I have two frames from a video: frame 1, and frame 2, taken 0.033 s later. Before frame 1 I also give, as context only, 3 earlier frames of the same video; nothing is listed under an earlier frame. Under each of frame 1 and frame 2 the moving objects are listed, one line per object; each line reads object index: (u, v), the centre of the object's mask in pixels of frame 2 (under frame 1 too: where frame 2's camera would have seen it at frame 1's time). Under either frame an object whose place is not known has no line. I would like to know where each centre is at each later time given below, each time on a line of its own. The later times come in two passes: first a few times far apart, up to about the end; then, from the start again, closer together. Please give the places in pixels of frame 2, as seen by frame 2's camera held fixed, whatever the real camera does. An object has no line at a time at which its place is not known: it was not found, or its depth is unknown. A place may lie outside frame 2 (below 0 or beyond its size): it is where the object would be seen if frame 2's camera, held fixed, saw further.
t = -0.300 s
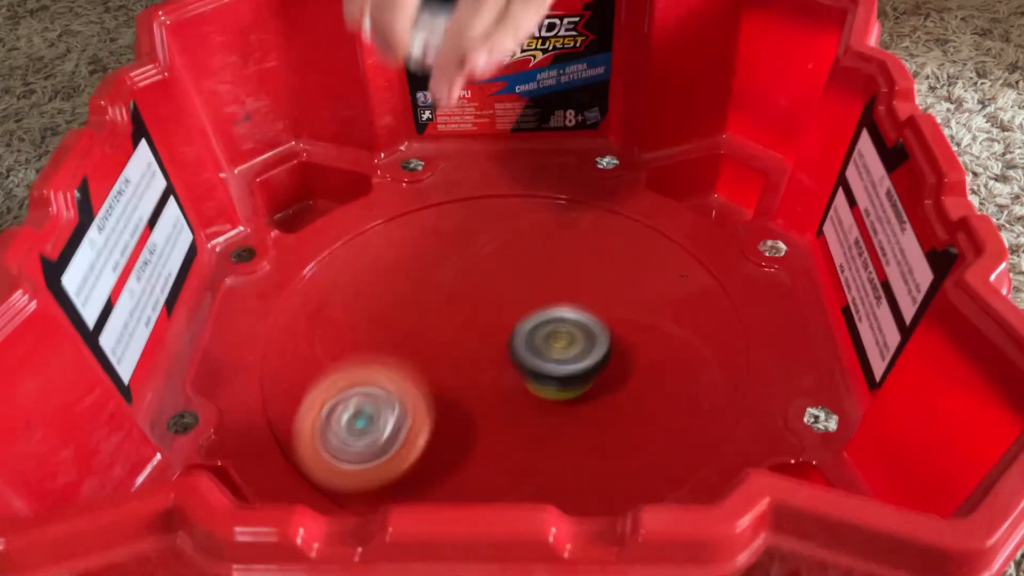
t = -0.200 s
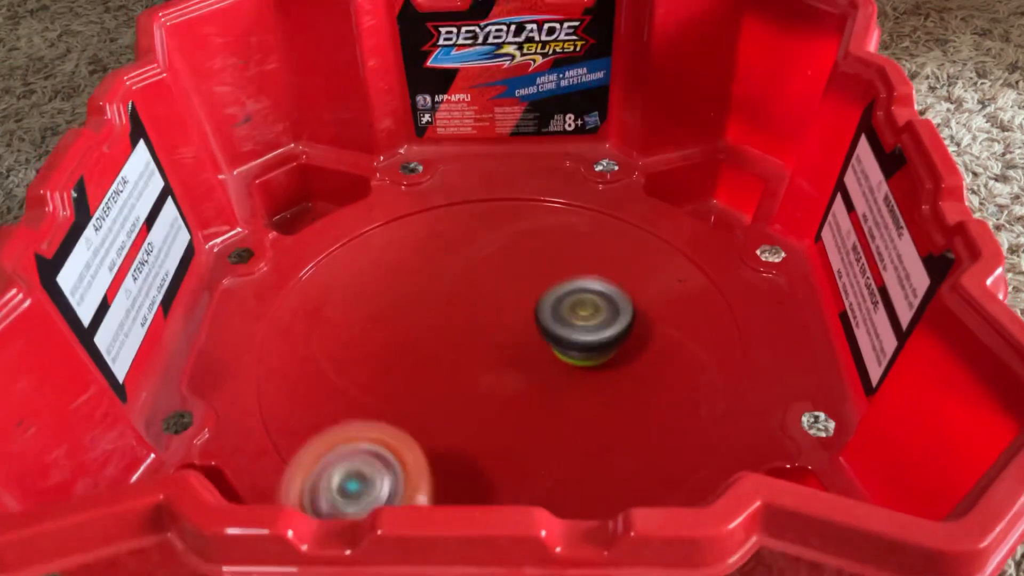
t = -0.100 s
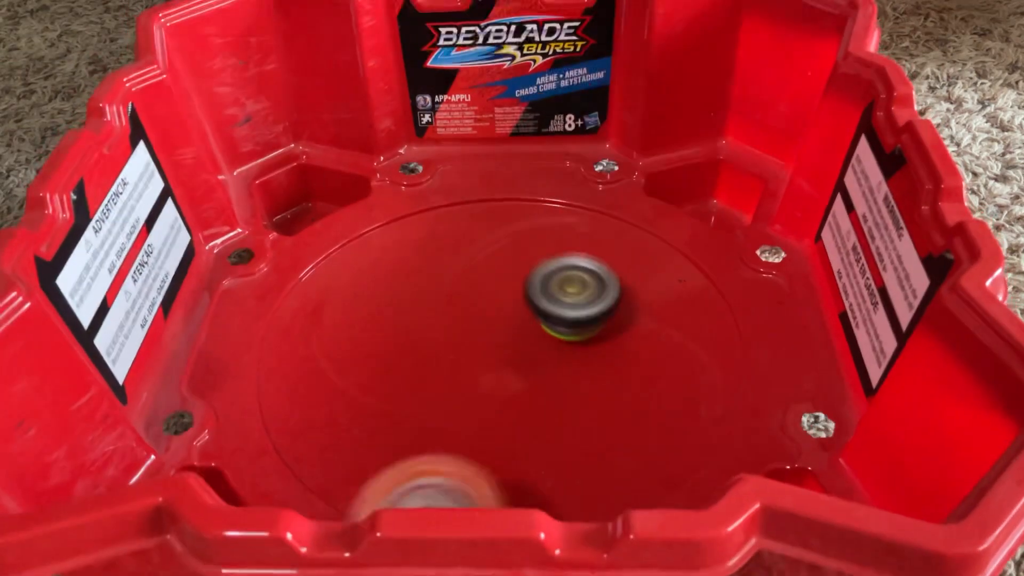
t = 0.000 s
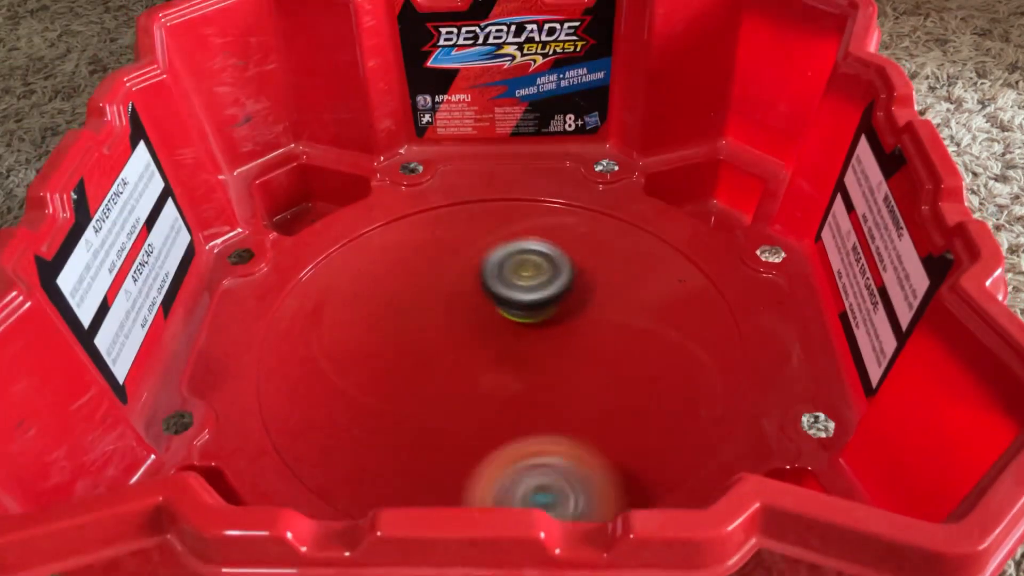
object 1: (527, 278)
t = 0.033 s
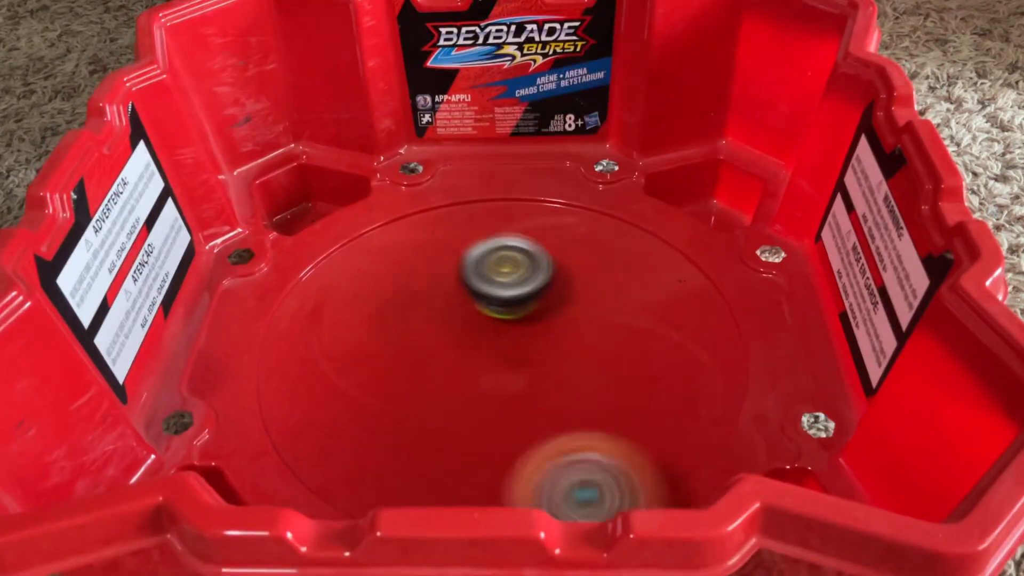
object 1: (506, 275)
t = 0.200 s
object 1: (412, 301)
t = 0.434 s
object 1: (428, 387)
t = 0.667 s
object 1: (599, 354)
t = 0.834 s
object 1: (592, 282)
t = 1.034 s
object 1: (471, 265)
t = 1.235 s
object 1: (429, 343)
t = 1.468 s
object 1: (545, 374)
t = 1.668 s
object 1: (569, 310)
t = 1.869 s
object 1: (496, 303)
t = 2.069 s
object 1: (474, 307)
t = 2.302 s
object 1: (460, 318)
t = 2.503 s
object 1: (471, 325)
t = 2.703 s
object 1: (470, 316)
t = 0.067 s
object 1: (484, 274)
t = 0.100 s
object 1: (464, 276)
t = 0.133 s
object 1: (443, 282)
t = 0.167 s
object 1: (426, 290)
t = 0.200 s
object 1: (412, 301)
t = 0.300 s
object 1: (387, 340)
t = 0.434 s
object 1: (428, 387)
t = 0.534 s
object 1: (508, 395)
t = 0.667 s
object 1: (599, 354)
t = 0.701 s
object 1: (607, 339)
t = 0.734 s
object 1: (611, 324)
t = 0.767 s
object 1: (610, 309)
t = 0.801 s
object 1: (604, 295)
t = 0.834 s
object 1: (592, 282)
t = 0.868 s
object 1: (578, 272)
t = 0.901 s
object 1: (558, 265)
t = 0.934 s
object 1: (536, 260)
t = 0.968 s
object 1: (514, 258)
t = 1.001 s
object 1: (492, 260)
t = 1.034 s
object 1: (471, 265)
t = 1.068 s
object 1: (454, 274)
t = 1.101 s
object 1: (440, 284)
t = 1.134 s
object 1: (430, 297)
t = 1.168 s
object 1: (425, 311)
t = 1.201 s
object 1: (424, 327)
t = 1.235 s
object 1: (429, 343)
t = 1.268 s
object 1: (437, 357)
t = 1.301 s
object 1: (452, 369)
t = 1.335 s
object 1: (470, 378)
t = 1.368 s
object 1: (489, 382)
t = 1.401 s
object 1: (507, 383)
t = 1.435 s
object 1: (526, 380)
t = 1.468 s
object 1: (545, 374)
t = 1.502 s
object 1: (559, 366)
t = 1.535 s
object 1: (570, 356)
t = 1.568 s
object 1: (577, 344)
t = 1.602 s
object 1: (579, 332)
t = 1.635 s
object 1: (576, 320)
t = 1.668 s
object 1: (569, 310)
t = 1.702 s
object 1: (559, 301)
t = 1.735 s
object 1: (546, 296)
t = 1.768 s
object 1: (533, 293)
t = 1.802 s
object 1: (520, 295)
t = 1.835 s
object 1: (507, 298)
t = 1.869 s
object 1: (496, 303)
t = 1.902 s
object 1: (487, 310)
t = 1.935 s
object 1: (480, 314)
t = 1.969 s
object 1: (476, 315)
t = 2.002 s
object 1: (473, 314)
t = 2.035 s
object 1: (473, 309)
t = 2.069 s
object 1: (474, 307)
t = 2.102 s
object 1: (475, 308)
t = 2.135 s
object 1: (475, 312)
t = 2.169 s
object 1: (476, 317)
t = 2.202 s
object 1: (473, 321)
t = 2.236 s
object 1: (469, 322)
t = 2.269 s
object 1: (464, 321)
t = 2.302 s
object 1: (460, 318)
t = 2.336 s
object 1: (459, 316)
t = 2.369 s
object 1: (462, 317)
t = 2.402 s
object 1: (466, 320)
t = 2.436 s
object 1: (471, 324)
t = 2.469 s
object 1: (473, 325)
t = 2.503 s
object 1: (471, 325)
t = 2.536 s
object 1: (466, 322)
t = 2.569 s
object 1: (461, 317)
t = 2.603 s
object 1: (459, 314)
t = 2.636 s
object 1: (460, 313)
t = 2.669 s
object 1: (464, 314)
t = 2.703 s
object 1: (470, 316)
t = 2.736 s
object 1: (476, 318)
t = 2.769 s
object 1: (479, 318)
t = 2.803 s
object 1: (479, 316)
